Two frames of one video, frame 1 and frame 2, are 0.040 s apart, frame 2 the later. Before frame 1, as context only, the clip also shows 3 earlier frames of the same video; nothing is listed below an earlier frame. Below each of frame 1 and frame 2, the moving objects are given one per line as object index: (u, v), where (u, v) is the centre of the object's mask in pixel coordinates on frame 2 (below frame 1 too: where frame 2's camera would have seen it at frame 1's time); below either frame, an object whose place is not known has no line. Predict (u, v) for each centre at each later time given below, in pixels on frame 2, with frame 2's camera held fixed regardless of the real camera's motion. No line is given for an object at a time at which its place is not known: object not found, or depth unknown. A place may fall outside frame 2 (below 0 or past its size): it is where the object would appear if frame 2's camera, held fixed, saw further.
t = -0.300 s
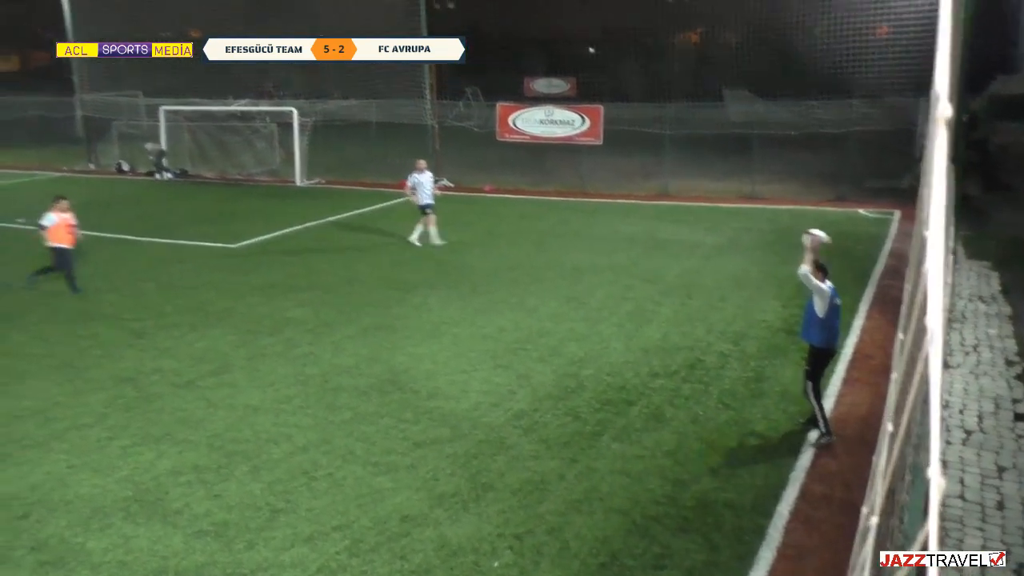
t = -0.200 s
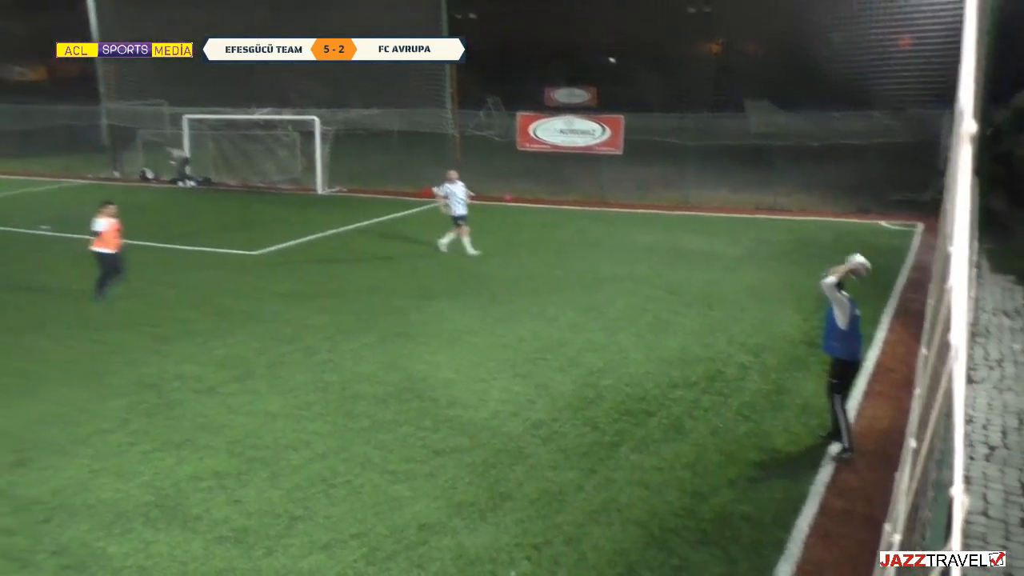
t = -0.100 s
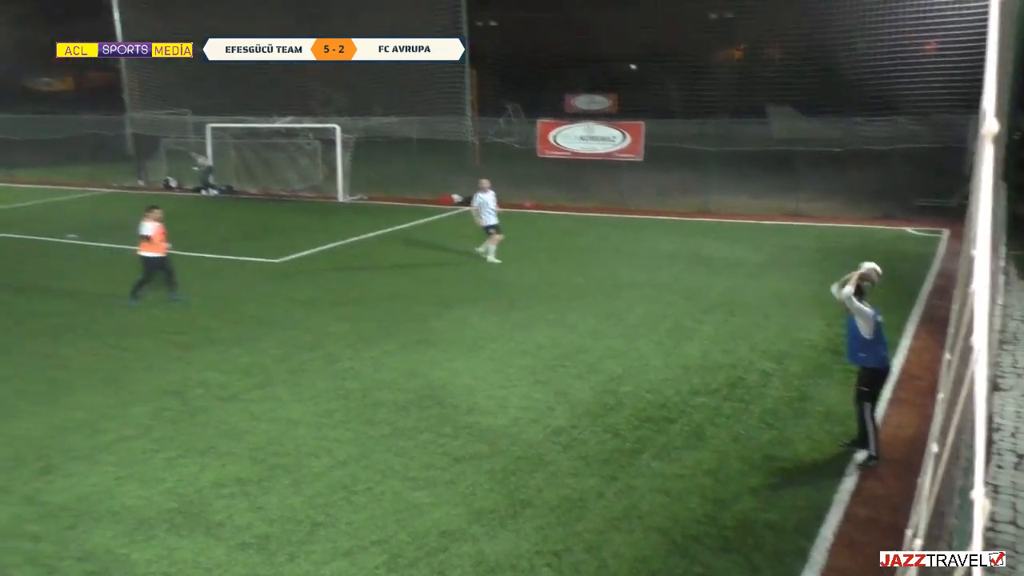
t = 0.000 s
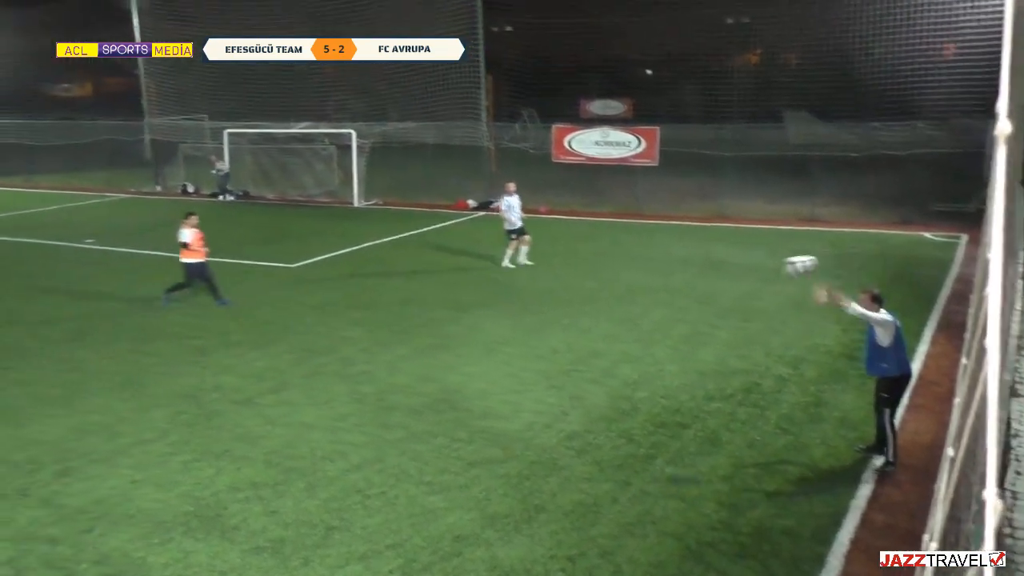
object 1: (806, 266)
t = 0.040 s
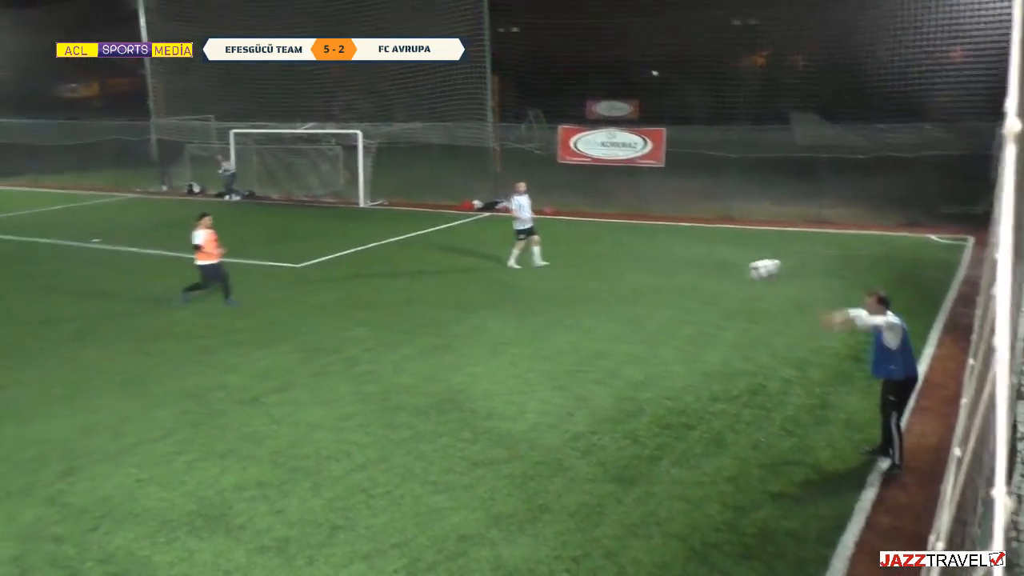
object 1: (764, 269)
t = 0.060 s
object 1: (742, 270)
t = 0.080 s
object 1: (722, 272)
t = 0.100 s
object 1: (702, 274)
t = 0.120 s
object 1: (683, 277)
